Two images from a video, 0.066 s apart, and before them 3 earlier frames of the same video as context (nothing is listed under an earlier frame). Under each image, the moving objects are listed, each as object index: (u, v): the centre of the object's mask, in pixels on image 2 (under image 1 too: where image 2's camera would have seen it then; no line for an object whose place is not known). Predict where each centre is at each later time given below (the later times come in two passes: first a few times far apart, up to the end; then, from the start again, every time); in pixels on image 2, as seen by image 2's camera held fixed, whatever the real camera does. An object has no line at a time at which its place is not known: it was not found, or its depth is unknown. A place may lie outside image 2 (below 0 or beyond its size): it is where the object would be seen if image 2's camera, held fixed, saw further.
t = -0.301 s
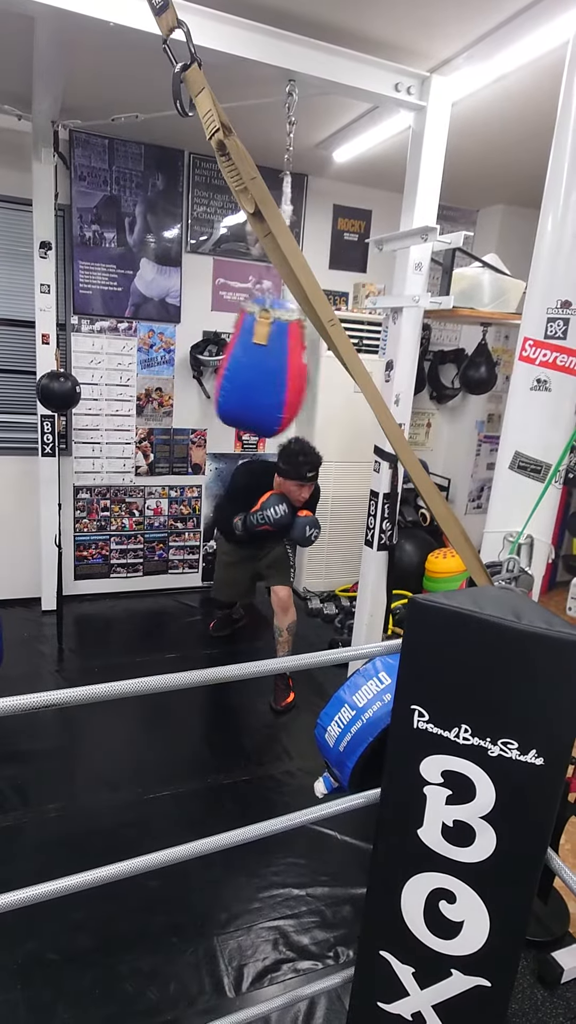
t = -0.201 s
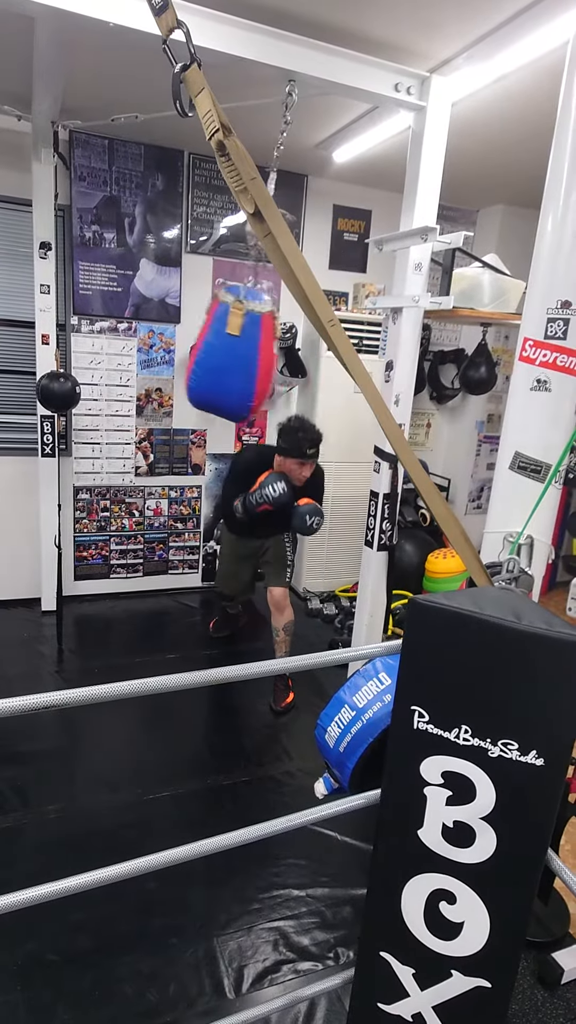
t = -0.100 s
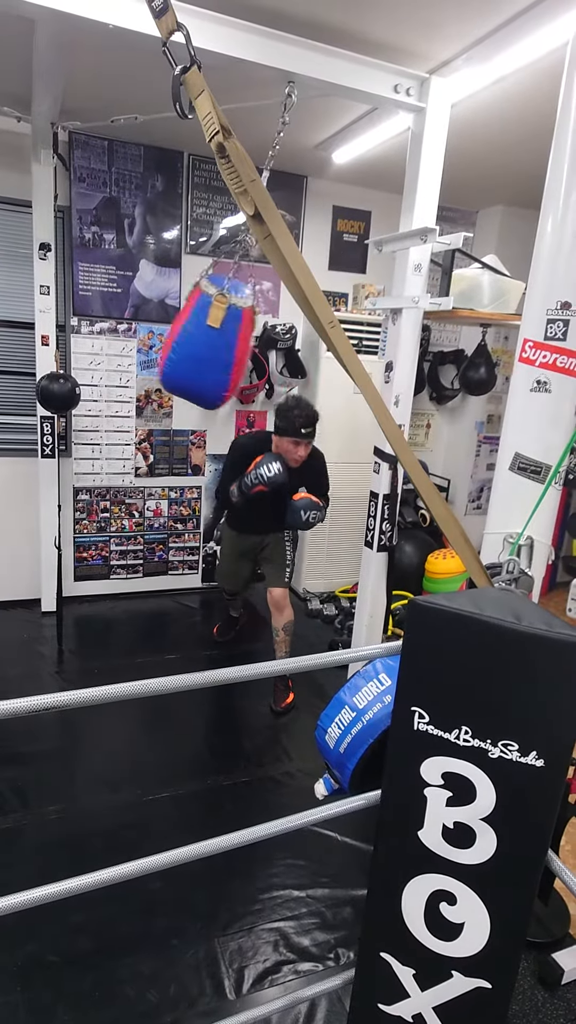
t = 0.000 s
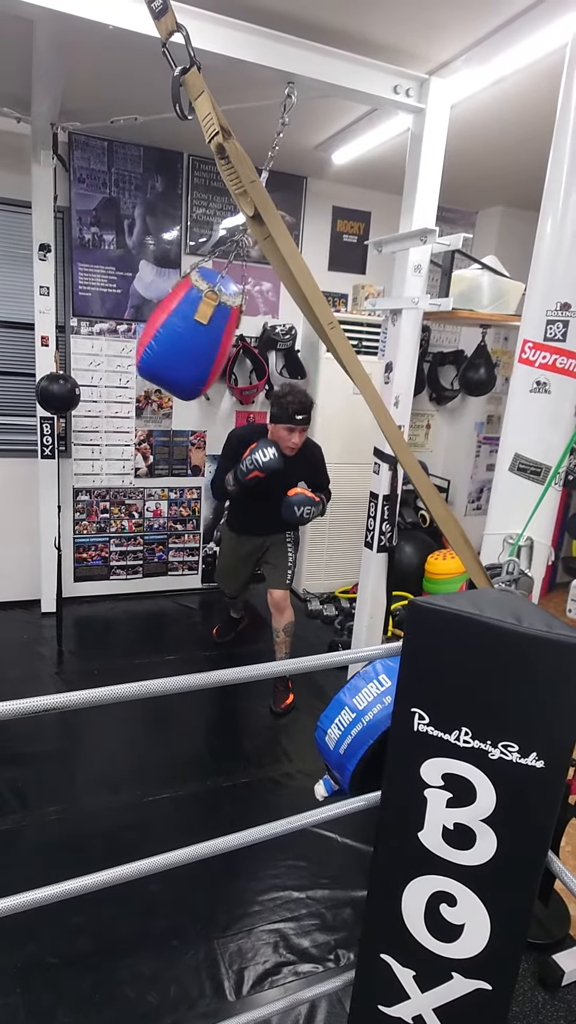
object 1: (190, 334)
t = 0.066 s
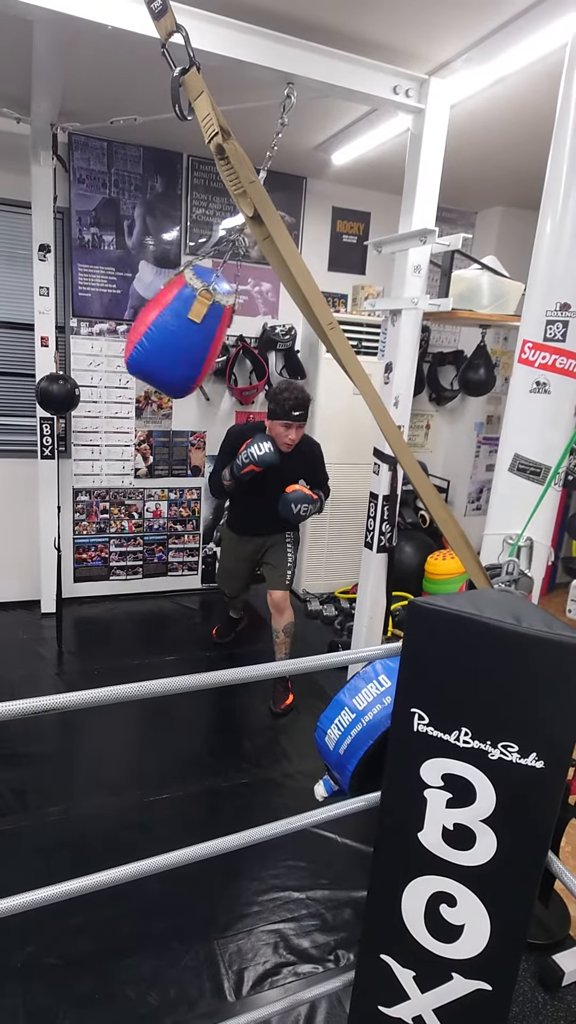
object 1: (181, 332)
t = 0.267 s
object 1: (169, 343)
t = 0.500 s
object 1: (206, 374)
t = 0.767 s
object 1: (305, 393)
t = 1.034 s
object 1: (411, 348)
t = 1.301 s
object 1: (407, 360)
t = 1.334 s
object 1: (402, 360)
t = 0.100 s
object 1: (177, 331)
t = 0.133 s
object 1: (174, 332)
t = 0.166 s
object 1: (172, 334)
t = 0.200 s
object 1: (170, 336)
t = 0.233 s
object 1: (169, 339)
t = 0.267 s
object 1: (169, 343)
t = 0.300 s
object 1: (171, 347)
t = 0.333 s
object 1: (174, 351)
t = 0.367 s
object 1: (177, 356)
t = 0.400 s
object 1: (182, 361)
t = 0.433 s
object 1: (189, 365)
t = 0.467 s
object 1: (197, 369)
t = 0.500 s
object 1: (206, 374)
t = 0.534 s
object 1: (216, 378)
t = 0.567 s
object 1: (226, 381)
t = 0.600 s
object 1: (239, 383)
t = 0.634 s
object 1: (253, 385)
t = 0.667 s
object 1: (267, 385)
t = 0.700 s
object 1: (281, 387)
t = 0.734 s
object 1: (294, 390)
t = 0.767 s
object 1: (305, 393)
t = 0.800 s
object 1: (326, 384)
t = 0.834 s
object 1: (344, 377)
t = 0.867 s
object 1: (362, 369)
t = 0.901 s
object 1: (375, 364)
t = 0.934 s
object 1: (394, 348)
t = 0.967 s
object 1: (401, 348)
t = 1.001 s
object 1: (406, 348)
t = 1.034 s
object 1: (411, 348)
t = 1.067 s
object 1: (415, 348)
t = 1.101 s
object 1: (417, 349)
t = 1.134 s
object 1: (419, 350)
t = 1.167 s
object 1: (419, 352)
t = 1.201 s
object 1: (419, 354)
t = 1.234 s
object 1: (416, 357)
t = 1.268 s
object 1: (412, 359)
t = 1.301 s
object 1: (407, 360)
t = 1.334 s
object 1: (402, 360)
